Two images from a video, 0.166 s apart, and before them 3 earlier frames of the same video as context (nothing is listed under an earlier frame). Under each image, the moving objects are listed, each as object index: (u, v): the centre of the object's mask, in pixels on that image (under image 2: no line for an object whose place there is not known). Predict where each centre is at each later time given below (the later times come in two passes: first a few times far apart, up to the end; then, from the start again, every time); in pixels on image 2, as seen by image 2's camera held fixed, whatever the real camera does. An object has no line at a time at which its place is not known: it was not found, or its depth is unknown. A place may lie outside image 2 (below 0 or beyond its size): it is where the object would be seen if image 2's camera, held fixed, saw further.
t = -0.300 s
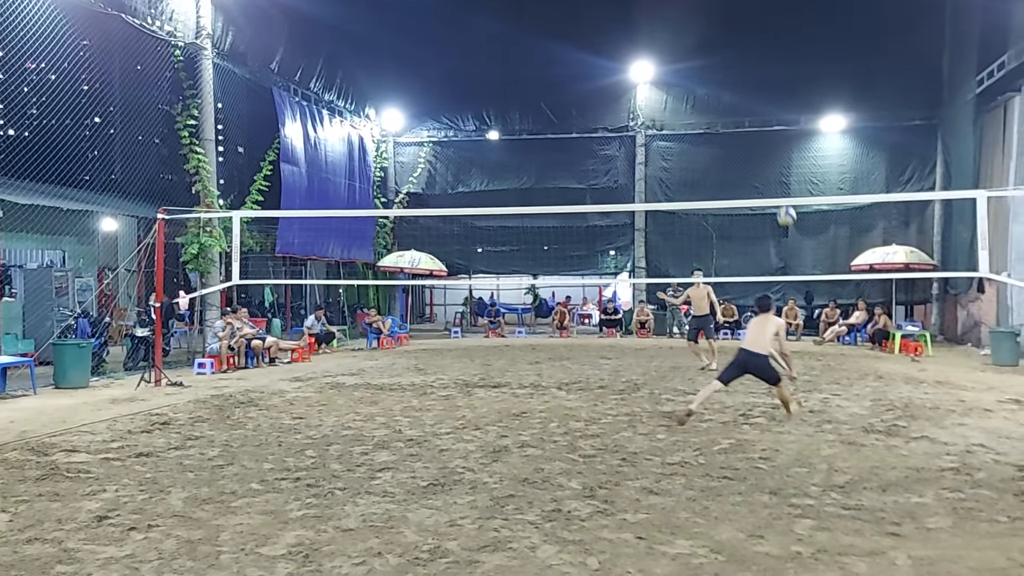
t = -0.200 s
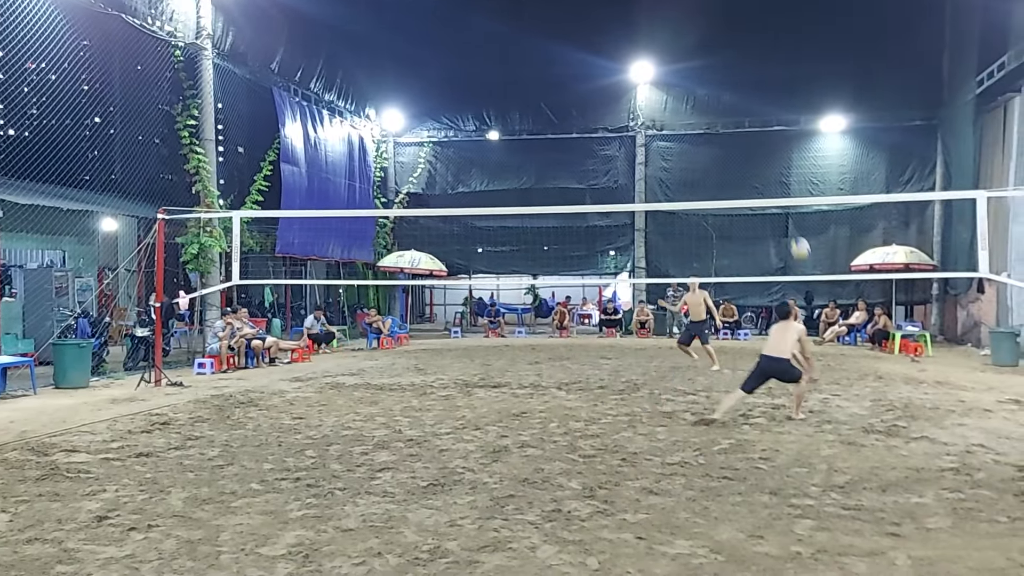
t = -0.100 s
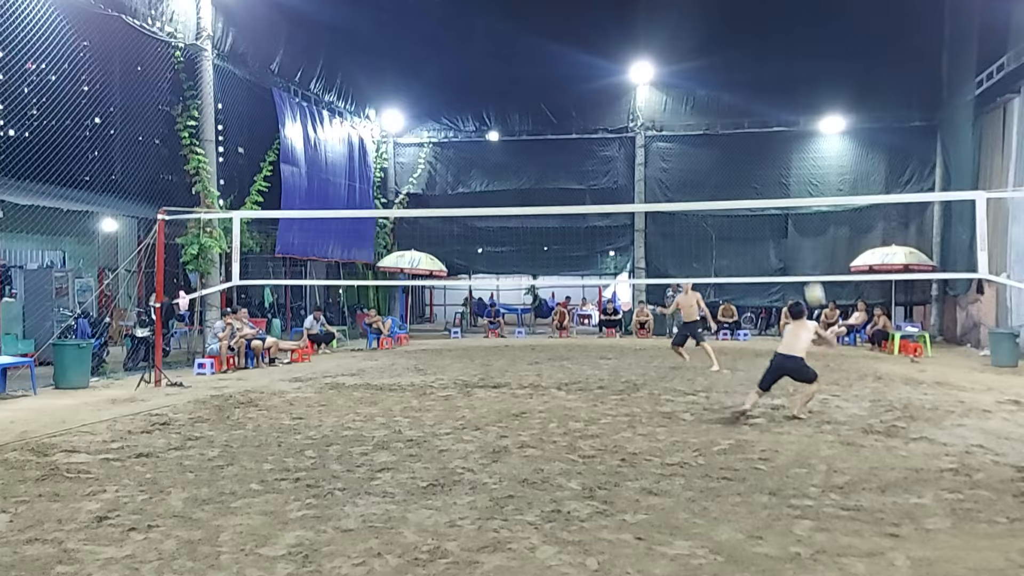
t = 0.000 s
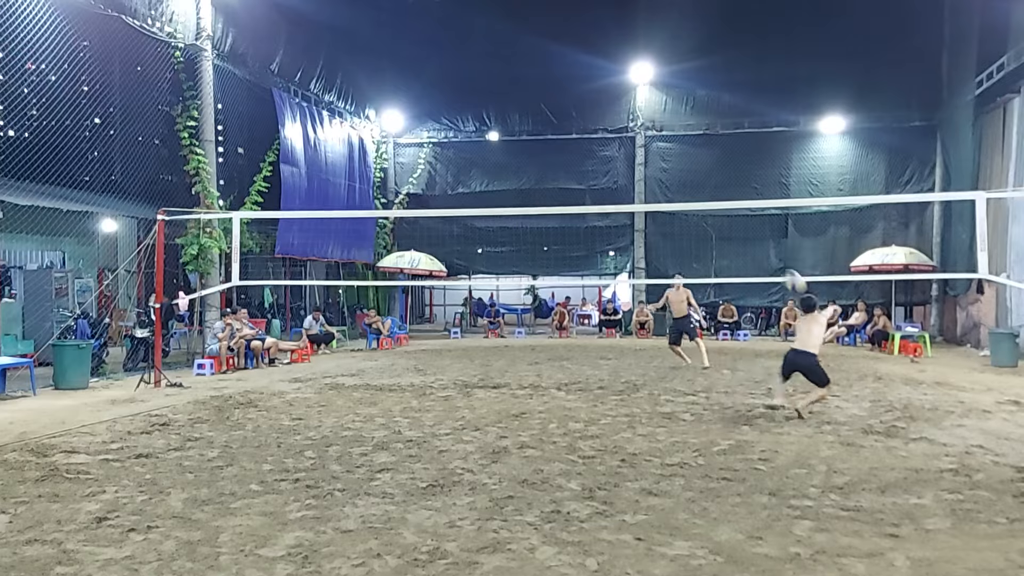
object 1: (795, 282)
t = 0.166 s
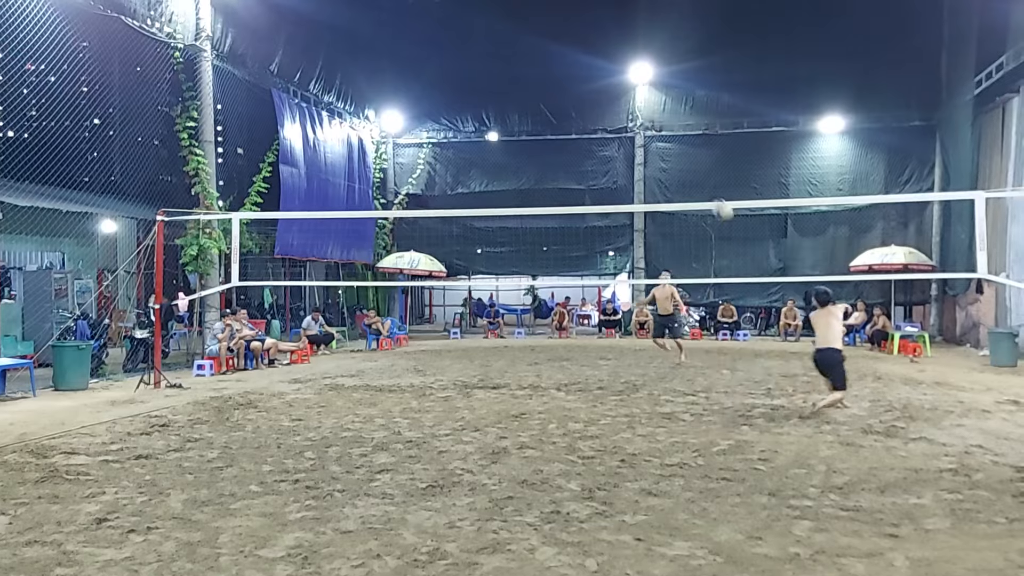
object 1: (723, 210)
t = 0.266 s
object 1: (683, 181)
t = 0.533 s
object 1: (590, 150)
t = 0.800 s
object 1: (511, 173)
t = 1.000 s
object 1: (458, 221)
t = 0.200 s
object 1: (707, 198)
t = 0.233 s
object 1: (695, 190)
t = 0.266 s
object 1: (683, 181)
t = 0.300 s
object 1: (670, 173)
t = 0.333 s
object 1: (658, 168)
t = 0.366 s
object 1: (647, 163)
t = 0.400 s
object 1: (635, 158)
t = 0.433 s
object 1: (623, 154)
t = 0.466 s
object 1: (612, 152)
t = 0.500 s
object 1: (600, 150)
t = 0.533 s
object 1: (590, 150)
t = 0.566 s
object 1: (579, 150)
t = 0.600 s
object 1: (569, 151)
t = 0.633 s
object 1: (559, 153)
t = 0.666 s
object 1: (549, 156)
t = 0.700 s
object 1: (539, 159)
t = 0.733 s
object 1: (530, 163)
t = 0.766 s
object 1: (520, 167)
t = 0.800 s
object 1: (511, 173)
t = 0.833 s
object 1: (502, 179)
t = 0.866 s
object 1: (493, 186)
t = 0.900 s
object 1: (485, 193)
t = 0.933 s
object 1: (476, 201)
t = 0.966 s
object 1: (469, 206)
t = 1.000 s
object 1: (458, 221)
